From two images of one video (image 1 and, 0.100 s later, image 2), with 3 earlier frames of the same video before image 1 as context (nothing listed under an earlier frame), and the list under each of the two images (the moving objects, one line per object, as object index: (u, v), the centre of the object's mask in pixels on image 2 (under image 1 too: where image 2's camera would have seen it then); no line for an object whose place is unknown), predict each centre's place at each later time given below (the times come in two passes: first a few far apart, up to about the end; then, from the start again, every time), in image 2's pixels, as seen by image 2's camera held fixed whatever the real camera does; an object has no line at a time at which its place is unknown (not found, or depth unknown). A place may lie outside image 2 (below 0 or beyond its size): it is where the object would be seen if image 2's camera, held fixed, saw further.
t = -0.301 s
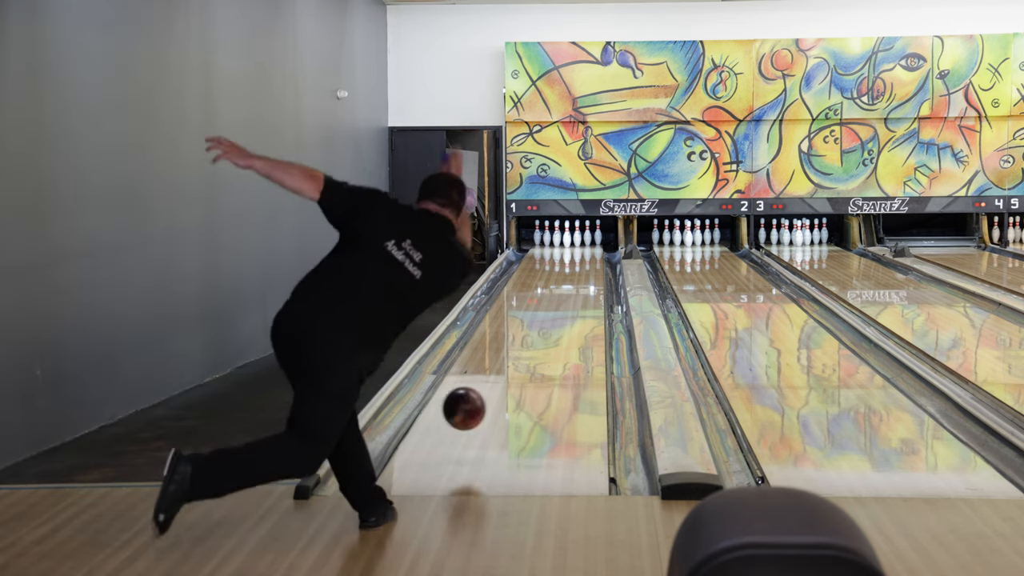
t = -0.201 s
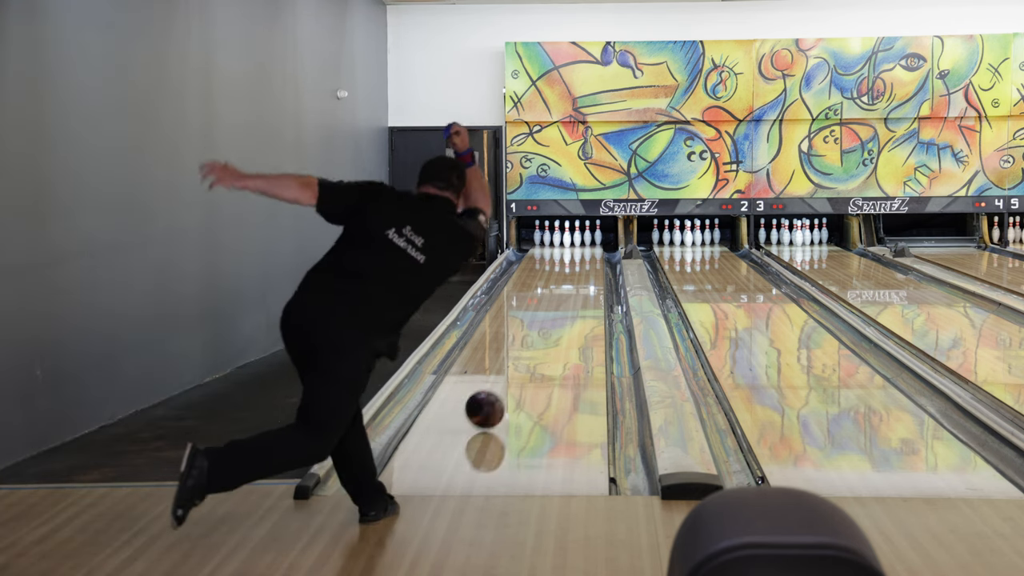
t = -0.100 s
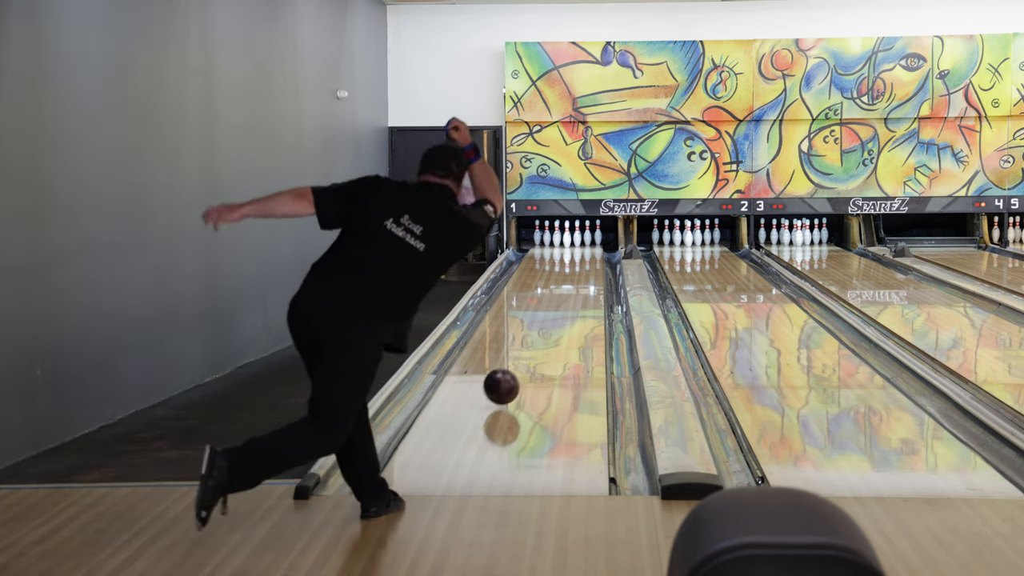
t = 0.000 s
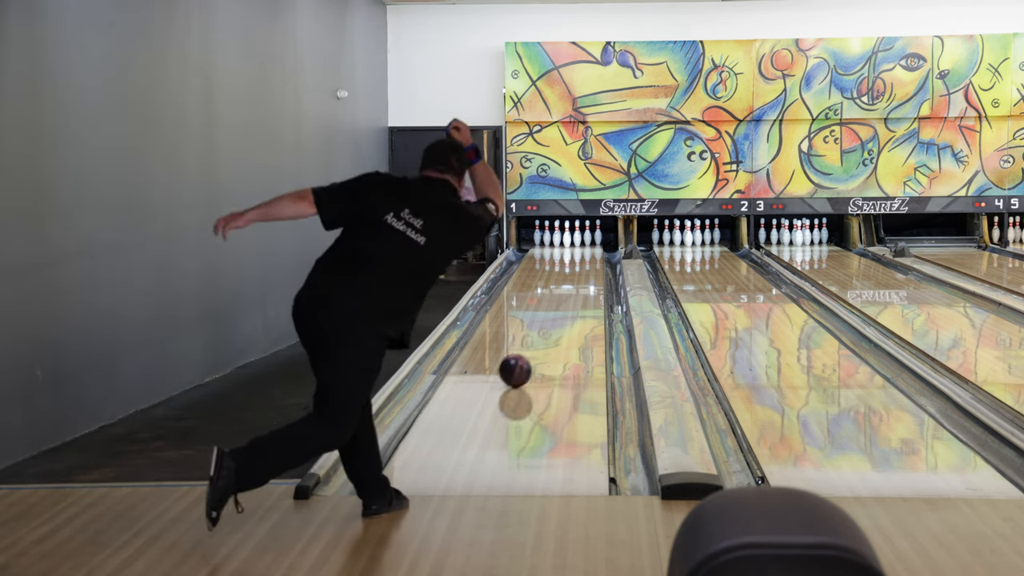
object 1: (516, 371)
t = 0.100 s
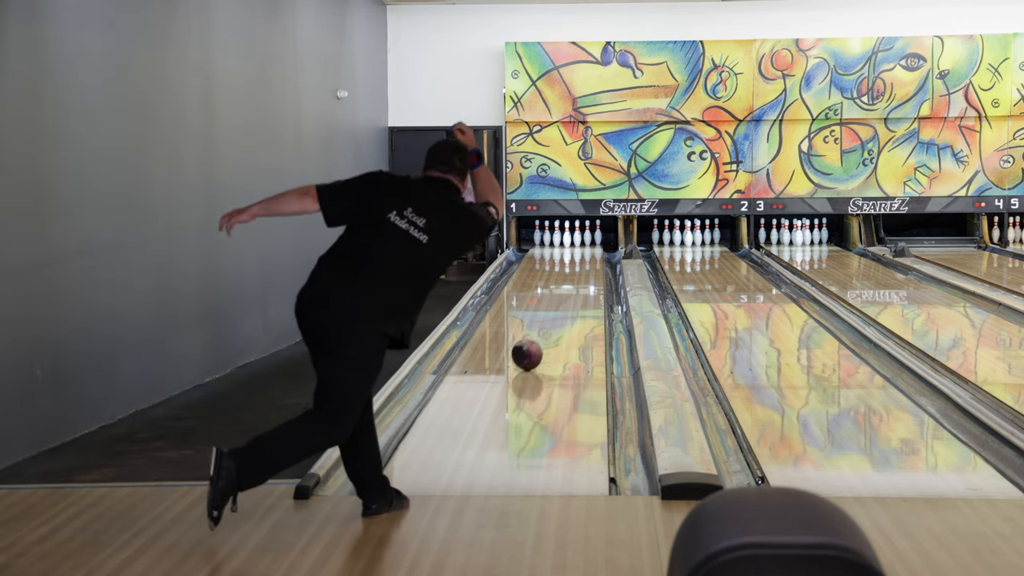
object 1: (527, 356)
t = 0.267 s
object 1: (542, 332)
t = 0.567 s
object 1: (563, 302)
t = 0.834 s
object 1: (576, 283)
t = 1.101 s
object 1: (584, 268)
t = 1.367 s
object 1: (588, 256)
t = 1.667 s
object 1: (581, 245)
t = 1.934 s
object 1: (574, 238)
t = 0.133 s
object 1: (530, 350)
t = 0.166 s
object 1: (533, 345)
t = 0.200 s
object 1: (537, 340)
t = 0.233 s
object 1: (540, 336)
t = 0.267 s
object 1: (542, 332)
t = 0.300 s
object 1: (545, 328)
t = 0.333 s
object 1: (548, 325)
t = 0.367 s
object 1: (550, 321)
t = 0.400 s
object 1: (553, 318)
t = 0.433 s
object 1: (555, 314)
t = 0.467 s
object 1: (557, 311)
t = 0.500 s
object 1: (559, 308)
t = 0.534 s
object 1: (561, 305)
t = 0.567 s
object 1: (563, 302)
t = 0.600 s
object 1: (565, 299)
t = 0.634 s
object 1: (567, 297)
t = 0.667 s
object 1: (568, 294)
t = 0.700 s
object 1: (570, 292)
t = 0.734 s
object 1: (571, 290)
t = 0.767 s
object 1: (573, 287)
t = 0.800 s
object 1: (574, 285)
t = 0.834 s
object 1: (576, 283)
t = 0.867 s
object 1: (576, 281)
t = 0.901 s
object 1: (578, 279)
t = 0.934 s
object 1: (579, 277)
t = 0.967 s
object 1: (580, 275)
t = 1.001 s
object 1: (581, 273)
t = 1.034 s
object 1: (582, 271)
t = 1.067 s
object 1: (583, 270)
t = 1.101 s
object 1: (584, 268)
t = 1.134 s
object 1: (584, 266)
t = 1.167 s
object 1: (586, 264)
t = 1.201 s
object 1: (586, 263)
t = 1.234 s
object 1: (587, 262)
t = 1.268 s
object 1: (587, 260)
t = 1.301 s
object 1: (588, 259)
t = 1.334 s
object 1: (588, 257)
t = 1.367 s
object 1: (588, 256)
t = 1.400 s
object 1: (588, 255)
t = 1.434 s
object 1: (587, 253)
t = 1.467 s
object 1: (586, 252)
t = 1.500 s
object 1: (586, 251)
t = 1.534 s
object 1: (585, 250)
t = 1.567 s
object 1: (584, 249)
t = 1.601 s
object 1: (584, 247)
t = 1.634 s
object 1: (582, 246)
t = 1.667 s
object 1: (581, 245)
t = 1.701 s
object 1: (580, 245)
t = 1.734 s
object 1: (578, 244)
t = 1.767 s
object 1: (577, 243)
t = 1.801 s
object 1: (575, 241)
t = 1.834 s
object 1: (574, 241)
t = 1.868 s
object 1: (574, 240)
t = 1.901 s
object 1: (574, 240)
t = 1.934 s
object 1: (574, 238)
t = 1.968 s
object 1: (574, 239)
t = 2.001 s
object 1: (575, 238)
